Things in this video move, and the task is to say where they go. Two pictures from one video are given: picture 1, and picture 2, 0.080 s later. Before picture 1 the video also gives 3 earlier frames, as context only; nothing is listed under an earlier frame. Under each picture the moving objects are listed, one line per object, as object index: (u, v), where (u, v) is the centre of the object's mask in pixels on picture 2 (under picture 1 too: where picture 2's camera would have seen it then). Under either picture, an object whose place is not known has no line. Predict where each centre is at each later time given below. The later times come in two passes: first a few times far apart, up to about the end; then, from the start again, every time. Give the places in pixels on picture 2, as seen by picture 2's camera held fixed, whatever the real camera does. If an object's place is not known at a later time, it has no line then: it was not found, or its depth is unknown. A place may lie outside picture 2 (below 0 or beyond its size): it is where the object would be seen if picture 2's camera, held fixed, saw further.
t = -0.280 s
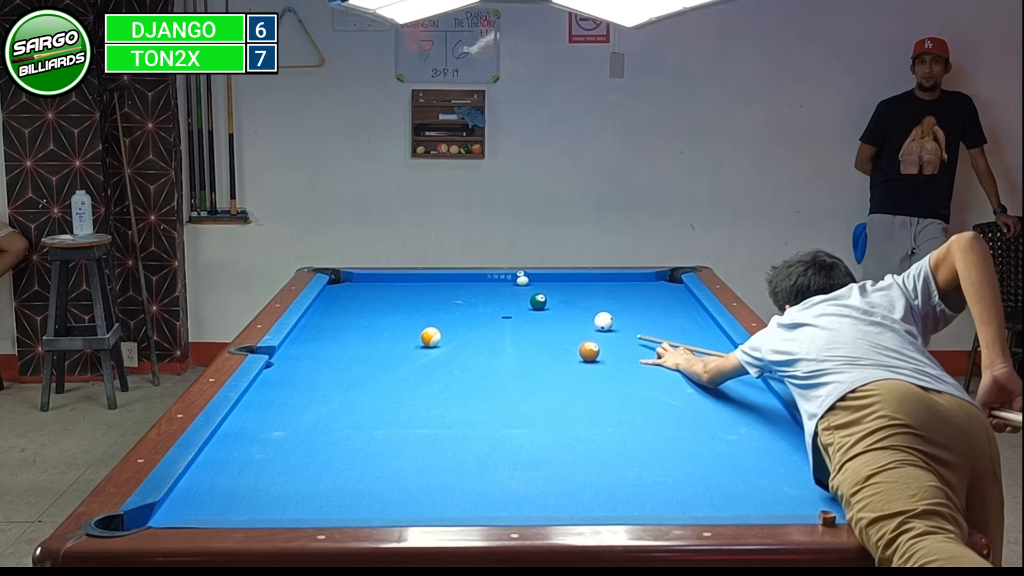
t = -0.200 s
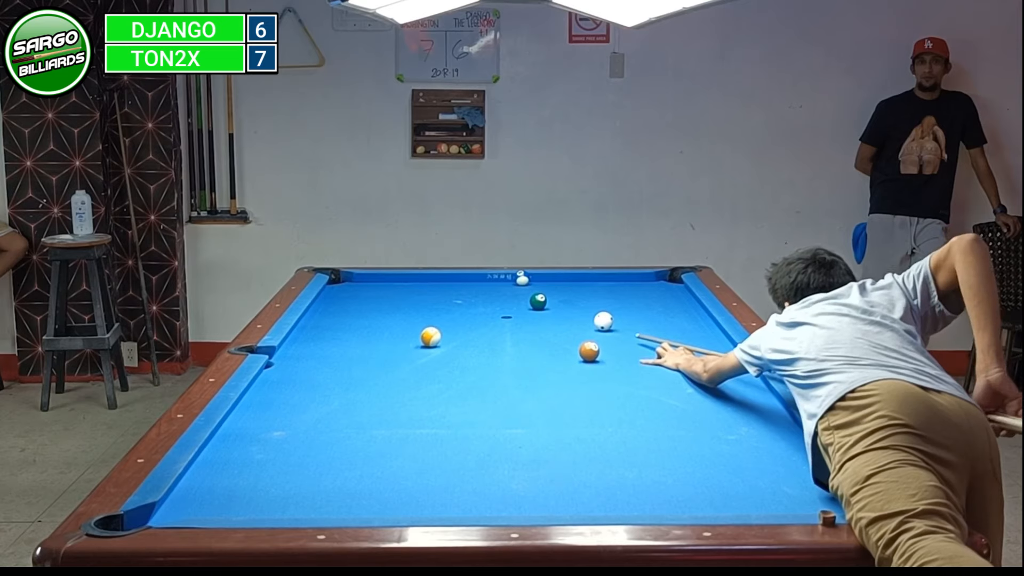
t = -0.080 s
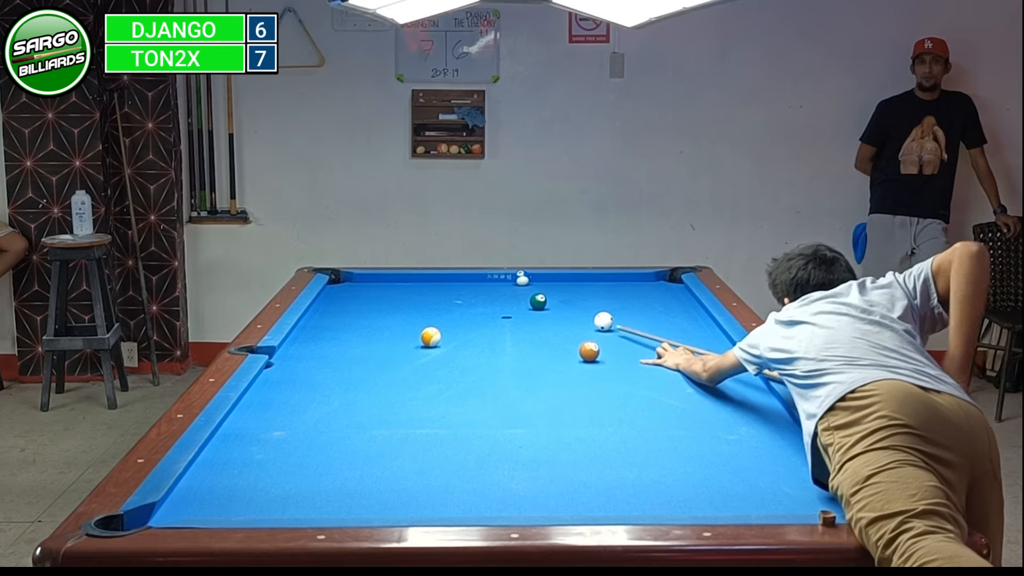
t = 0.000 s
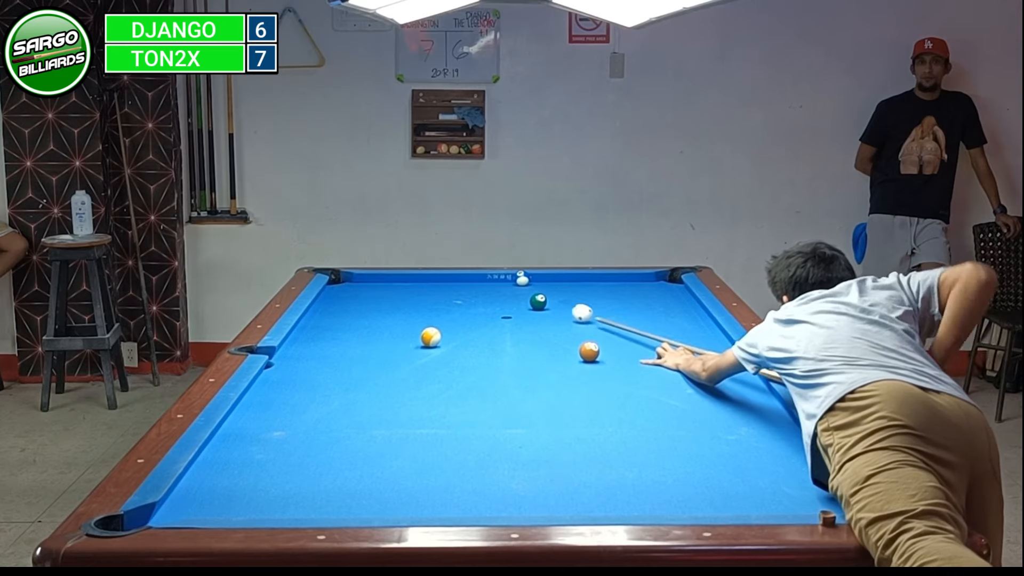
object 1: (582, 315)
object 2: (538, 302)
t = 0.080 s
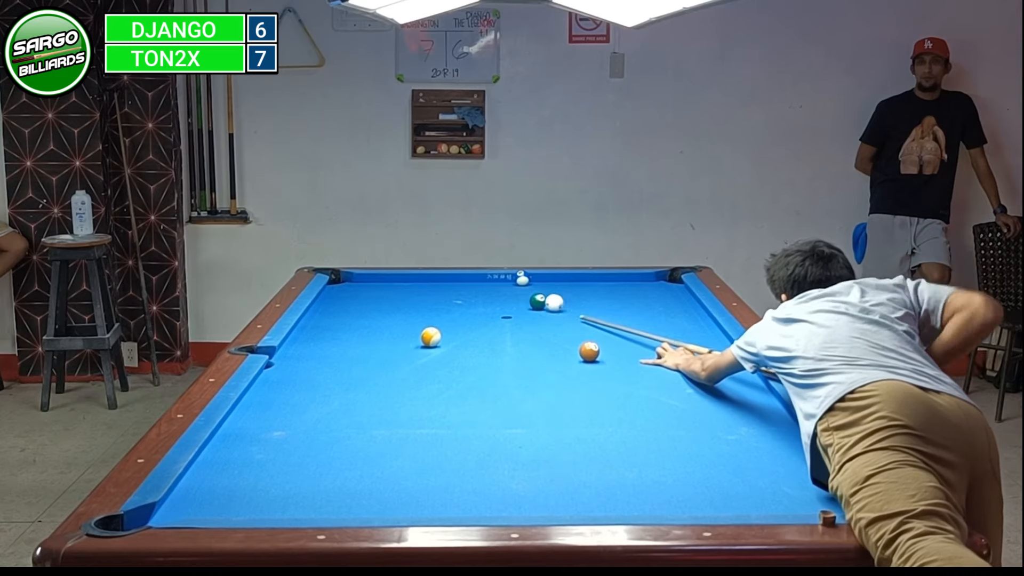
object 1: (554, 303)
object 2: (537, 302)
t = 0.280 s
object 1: (577, 293)
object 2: (461, 293)
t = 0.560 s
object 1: (602, 282)
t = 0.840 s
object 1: (633, 279)
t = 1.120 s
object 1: (672, 283)
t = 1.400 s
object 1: (667, 289)
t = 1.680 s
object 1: (653, 294)
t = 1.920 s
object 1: (641, 298)
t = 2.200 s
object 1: (627, 303)
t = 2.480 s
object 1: (615, 308)
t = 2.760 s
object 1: (602, 312)
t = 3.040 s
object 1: (590, 317)
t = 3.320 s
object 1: (578, 321)
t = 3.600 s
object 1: (567, 325)
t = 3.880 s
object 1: (557, 328)
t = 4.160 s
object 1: (547, 331)
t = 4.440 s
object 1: (538, 334)
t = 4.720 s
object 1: (531, 336)
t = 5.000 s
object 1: (524, 339)
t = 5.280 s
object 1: (519, 340)
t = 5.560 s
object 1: (515, 341)
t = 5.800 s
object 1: (512, 342)
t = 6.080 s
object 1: (510, 343)
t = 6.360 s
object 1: (509, 343)
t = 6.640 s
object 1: (509, 343)
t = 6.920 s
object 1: (509, 343)
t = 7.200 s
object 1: (509, 343)
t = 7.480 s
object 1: (509, 343)
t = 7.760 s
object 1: (509, 343)
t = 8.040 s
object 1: (509, 343)
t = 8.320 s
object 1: (509, 343)
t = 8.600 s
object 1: (509, 343)
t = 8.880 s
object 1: (509, 343)
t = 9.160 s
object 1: (510, 343)
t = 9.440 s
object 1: (509, 343)
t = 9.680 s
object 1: (509, 343)
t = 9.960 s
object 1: (509, 343)
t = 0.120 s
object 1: (558, 301)
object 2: (524, 300)
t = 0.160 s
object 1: (565, 298)
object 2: (502, 297)
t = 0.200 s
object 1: (568, 297)
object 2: (489, 296)
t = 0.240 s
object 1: (572, 295)
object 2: (477, 295)
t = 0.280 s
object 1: (577, 293)
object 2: (461, 293)
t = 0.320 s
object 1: (580, 291)
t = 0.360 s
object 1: (583, 290)
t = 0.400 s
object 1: (588, 288)
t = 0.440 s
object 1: (591, 287)
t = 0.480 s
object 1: (596, 285)
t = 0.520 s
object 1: (599, 283)
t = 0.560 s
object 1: (602, 282)
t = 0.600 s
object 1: (606, 280)
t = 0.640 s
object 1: (609, 279)
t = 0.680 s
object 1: (611, 277)
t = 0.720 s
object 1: (617, 277)
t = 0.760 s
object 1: (621, 277)
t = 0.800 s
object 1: (628, 278)
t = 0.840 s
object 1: (633, 279)
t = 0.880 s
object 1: (637, 279)
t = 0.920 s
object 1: (644, 280)
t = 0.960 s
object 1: (649, 281)
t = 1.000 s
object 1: (654, 282)
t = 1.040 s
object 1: (661, 282)
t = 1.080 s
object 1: (666, 282)
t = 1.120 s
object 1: (672, 283)
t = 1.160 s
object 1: (675, 287)
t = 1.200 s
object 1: (677, 286)
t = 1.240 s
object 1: (674, 287)
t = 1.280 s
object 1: (672, 287)
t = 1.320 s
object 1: (671, 288)
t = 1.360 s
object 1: (669, 288)
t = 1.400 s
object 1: (667, 289)
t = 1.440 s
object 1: (665, 290)
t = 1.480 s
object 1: (663, 290)
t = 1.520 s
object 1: (661, 291)
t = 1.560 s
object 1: (659, 292)
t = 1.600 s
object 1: (657, 293)
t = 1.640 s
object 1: (655, 293)
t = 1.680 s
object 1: (653, 294)
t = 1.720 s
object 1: (651, 295)
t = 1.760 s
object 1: (649, 296)
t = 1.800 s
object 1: (647, 296)
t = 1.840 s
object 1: (645, 297)
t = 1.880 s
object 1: (643, 298)
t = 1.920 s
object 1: (641, 298)
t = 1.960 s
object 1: (640, 299)
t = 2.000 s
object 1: (637, 300)
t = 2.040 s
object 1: (636, 300)
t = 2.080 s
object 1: (633, 301)
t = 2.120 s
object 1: (631, 302)
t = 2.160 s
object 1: (630, 303)
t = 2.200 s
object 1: (627, 303)
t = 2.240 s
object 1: (626, 304)
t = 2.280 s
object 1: (624, 305)
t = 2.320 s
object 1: (622, 305)
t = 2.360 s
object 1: (620, 306)
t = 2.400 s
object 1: (618, 307)
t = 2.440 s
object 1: (616, 307)
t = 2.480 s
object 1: (615, 308)
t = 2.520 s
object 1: (612, 309)
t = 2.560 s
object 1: (611, 309)
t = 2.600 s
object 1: (609, 310)
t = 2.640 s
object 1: (607, 311)
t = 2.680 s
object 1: (606, 311)
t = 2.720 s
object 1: (603, 312)
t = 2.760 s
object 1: (602, 312)
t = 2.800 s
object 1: (600, 313)
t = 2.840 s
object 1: (598, 314)
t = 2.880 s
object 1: (597, 314)
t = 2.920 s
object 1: (595, 315)
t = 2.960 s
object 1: (593, 316)
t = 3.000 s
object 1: (591, 316)
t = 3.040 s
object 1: (590, 317)
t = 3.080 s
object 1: (588, 317)
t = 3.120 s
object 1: (586, 318)
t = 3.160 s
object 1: (585, 319)
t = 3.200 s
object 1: (583, 319)
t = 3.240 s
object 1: (582, 320)
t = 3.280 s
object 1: (580, 320)
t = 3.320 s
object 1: (578, 321)
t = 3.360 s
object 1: (576, 321)
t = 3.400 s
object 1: (575, 322)
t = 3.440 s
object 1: (574, 323)
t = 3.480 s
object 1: (572, 323)
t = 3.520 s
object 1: (570, 324)
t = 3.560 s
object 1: (569, 324)
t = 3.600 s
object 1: (567, 325)
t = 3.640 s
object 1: (566, 325)
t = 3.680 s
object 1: (564, 326)
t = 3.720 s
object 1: (563, 326)
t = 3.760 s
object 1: (562, 326)
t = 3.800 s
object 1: (560, 327)
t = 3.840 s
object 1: (558, 327)
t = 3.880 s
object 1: (557, 328)
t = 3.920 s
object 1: (555, 329)
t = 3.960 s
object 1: (554, 329)
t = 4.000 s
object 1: (552, 329)
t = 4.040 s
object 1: (551, 330)
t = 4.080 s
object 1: (550, 330)
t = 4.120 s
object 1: (548, 331)
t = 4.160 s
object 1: (547, 331)
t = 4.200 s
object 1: (546, 332)
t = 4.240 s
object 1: (545, 332)
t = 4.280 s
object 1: (544, 333)
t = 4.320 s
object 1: (542, 333)
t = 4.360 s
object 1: (541, 333)
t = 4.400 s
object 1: (540, 333)
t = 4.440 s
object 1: (538, 334)
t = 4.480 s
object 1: (537, 334)
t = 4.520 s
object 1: (536, 335)
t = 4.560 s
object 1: (535, 335)
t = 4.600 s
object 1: (534, 336)
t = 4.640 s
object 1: (533, 336)
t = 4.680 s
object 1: (532, 336)
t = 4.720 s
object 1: (531, 336)
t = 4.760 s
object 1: (530, 337)
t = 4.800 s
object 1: (529, 337)
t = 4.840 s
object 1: (528, 337)
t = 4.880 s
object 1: (527, 338)
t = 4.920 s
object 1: (526, 338)
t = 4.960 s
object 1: (525, 338)
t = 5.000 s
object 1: (524, 339)
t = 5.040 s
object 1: (524, 339)
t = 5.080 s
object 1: (523, 339)
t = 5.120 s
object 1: (522, 339)
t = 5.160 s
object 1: (521, 339)
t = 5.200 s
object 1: (520, 340)
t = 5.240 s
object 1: (520, 340)
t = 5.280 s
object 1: (519, 340)
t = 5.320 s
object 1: (518, 340)
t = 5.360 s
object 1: (518, 341)
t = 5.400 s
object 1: (517, 341)
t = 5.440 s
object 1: (517, 341)
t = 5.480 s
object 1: (516, 341)
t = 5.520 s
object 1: (515, 341)
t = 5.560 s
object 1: (515, 341)
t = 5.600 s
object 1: (514, 342)
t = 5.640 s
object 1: (514, 342)
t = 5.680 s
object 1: (514, 342)
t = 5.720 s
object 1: (513, 342)
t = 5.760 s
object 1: (513, 342)
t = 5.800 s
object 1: (512, 342)
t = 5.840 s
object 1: (512, 342)
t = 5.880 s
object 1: (512, 342)
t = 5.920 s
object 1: (511, 342)
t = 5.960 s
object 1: (511, 342)
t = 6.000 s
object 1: (511, 343)
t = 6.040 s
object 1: (511, 343)
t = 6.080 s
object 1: (510, 343)
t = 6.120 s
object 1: (510, 343)
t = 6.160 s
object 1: (510, 343)
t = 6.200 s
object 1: (510, 343)
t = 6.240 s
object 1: (510, 343)
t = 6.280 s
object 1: (509, 343)
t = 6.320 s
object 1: (509, 343)
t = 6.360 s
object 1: (509, 343)
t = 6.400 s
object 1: (509, 343)
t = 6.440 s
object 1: (509, 343)
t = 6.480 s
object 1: (509, 343)
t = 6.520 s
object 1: (509, 343)
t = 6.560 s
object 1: (509, 343)
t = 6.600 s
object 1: (509, 343)
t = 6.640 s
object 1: (509, 343)
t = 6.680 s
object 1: (509, 343)
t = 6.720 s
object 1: (509, 343)
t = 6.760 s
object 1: (509, 343)
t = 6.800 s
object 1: (509, 343)
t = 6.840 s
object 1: (509, 343)
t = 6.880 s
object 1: (509, 343)
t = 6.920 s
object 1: (509, 343)
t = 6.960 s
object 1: (509, 343)
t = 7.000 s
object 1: (509, 343)
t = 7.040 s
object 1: (509, 343)
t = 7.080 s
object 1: (509, 343)
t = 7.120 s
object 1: (509, 343)
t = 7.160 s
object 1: (509, 343)
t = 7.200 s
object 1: (509, 343)
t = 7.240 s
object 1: (509, 343)
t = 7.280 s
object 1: (509, 343)
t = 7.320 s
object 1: (510, 343)
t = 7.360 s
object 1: (509, 343)
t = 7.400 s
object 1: (509, 343)
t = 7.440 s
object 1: (509, 343)
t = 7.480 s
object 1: (509, 343)
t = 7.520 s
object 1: (509, 343)
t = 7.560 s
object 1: (509, 343)
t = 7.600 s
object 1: (509, 343)
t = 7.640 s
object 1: (509, 343)
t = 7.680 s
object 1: (509, 343)
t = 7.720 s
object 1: (509, 343)
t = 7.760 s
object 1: (509, 343)
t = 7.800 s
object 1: (509, 343)
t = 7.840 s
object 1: (509, 343)
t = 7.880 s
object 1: (509, 343)
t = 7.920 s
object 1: (509, 343)
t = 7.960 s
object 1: (509, 343)
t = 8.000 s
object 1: (509, 343)
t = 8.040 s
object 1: (509, 343)
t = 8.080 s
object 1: (509, 343)
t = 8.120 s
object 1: (509, 343)
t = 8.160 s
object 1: (509, 343)
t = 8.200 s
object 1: (509, 343)
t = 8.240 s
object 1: (509, 343)
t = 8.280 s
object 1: (509, 343)
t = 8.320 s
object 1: (509, 343)
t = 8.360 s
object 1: (509, 343)
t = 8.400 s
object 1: (510, 343)
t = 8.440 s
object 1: (509, 343)
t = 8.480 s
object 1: (509, 343)
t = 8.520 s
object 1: (509, 343)
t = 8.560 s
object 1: (509, 343)
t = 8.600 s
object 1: (509, 343)
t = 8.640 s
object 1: (509, 343)
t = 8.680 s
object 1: (509, 343)
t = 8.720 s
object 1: (509, 343)
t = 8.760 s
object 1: (509, 343)
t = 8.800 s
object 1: (509, 343)
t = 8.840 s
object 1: (509, 343)
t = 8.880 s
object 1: (509, 343)
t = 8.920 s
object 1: (509, 343)
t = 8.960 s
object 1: (509, 343)
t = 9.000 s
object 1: (509, 343)
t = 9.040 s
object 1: (509, 343)
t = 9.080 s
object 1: (509, 343)
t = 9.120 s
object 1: (509, 343)
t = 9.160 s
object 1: (510, 343)
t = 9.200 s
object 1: (509, 343)
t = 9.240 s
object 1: (509, 343)
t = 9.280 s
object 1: (509, 343)
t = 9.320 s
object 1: (509, 343)
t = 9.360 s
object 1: (509, 343)
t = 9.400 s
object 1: (509, 343)
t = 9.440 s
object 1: (509, 343)
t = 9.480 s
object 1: (509, 343)
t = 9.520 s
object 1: (509, 343)
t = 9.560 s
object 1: (509, 343)
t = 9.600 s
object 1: (509, 343)
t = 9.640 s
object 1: (509, 343)
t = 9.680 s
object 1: (509, 343)
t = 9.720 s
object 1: (509, 343)
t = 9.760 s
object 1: (509, 343)
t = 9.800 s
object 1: (509, 343)
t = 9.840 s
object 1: (509, 343)
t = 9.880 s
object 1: (509, 343)
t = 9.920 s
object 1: (509, 343)
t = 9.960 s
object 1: (509, 343)
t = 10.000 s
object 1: (509, 343)
